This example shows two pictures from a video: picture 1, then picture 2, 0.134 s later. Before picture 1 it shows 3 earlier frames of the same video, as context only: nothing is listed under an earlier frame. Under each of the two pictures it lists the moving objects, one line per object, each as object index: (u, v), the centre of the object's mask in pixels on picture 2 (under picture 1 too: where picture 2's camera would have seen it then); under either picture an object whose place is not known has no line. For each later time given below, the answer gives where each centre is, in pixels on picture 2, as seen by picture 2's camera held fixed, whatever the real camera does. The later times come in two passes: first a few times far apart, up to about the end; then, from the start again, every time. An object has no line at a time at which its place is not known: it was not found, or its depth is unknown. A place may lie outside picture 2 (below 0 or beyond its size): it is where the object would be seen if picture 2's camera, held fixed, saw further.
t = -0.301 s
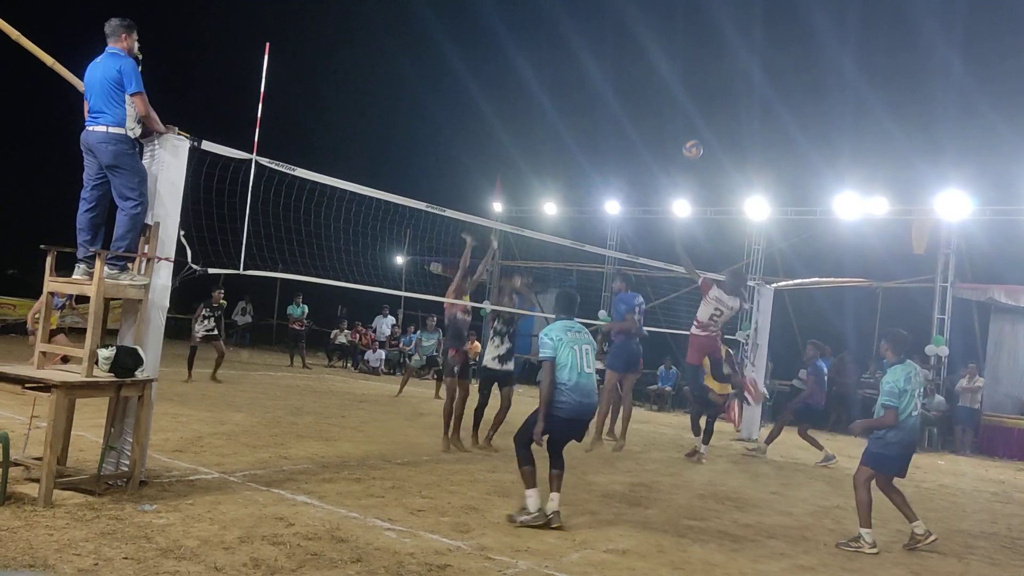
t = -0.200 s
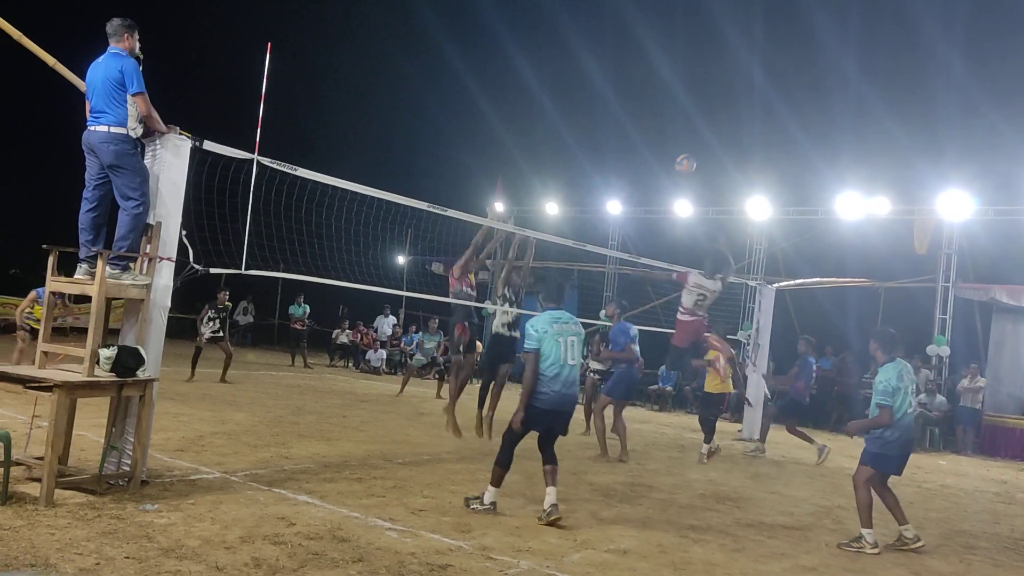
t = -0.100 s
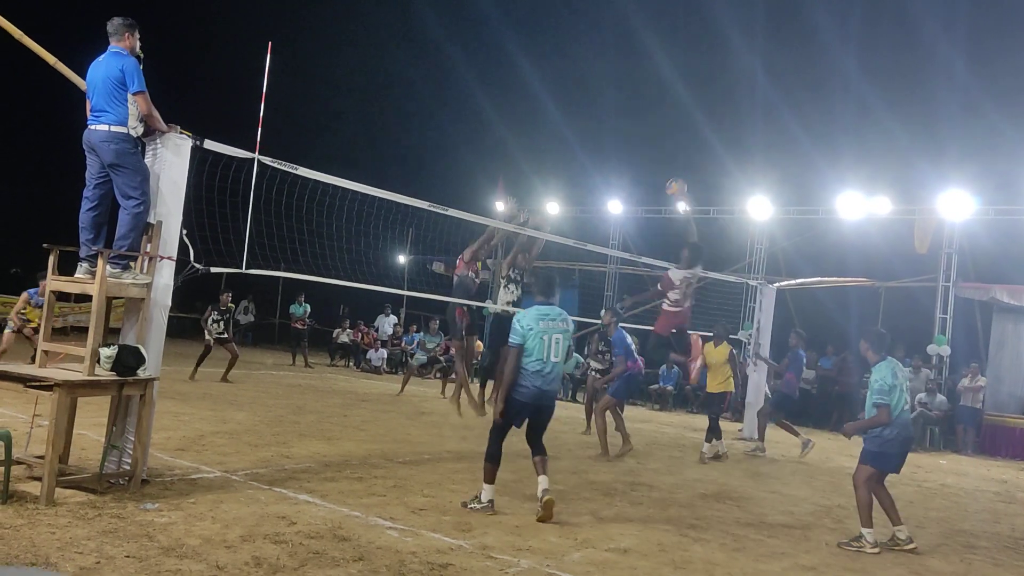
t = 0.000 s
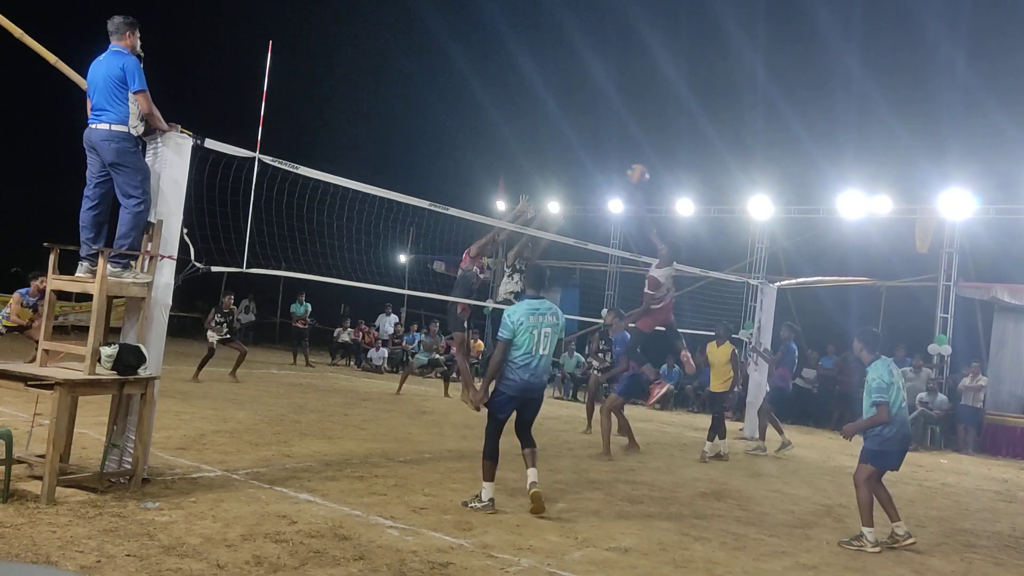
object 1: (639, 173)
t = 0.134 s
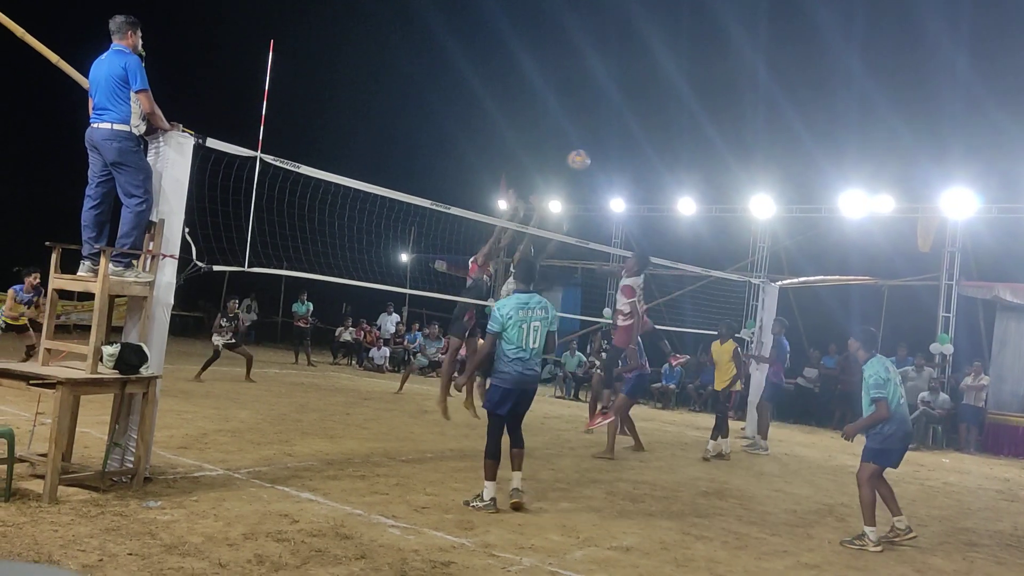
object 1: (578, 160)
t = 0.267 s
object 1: (516, 163)
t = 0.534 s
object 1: (385, 221)
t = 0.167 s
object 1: (562, 159)
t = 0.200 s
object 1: (548, 159)
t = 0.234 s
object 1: (532, 161)
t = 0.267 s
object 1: (516, 163)
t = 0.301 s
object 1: (501, 167)
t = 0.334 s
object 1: (485, 171)
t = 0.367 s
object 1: (469, 176)
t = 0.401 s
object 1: (453, 184)
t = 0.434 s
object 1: (436, 191)
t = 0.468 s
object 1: (419, 198)
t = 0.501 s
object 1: (402, 211)
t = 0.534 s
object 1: (385, 221)
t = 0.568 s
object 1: (368, 234)
